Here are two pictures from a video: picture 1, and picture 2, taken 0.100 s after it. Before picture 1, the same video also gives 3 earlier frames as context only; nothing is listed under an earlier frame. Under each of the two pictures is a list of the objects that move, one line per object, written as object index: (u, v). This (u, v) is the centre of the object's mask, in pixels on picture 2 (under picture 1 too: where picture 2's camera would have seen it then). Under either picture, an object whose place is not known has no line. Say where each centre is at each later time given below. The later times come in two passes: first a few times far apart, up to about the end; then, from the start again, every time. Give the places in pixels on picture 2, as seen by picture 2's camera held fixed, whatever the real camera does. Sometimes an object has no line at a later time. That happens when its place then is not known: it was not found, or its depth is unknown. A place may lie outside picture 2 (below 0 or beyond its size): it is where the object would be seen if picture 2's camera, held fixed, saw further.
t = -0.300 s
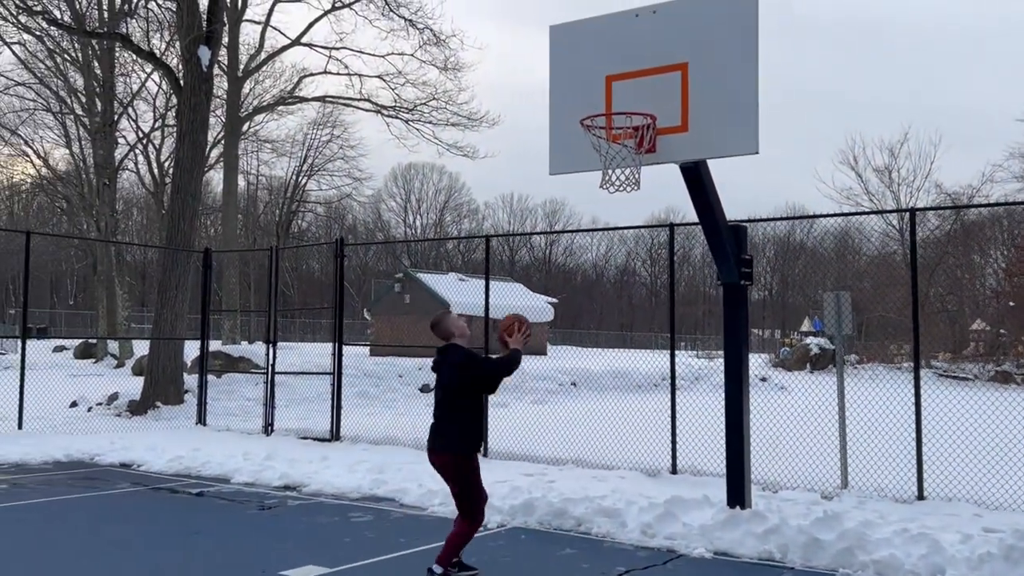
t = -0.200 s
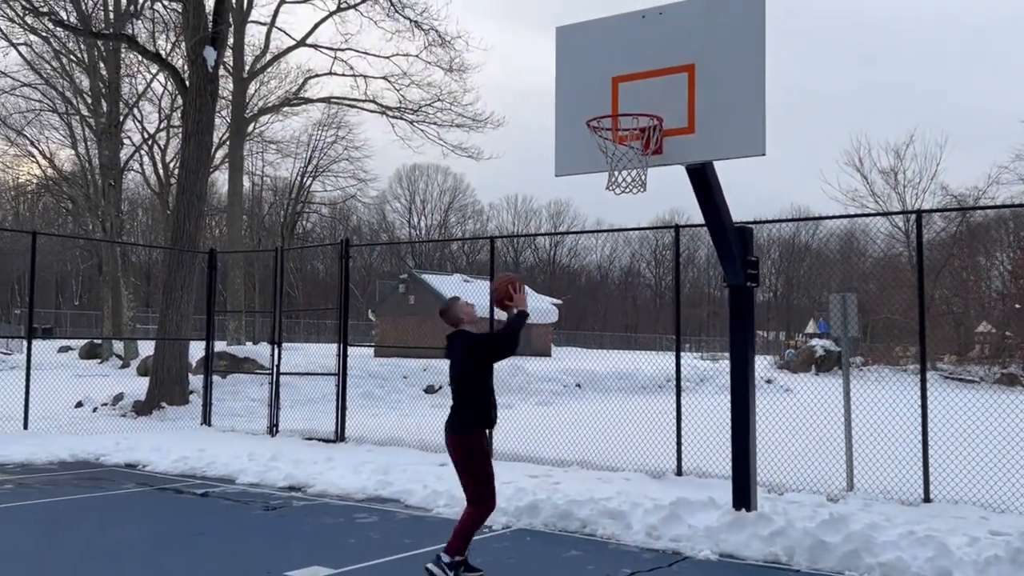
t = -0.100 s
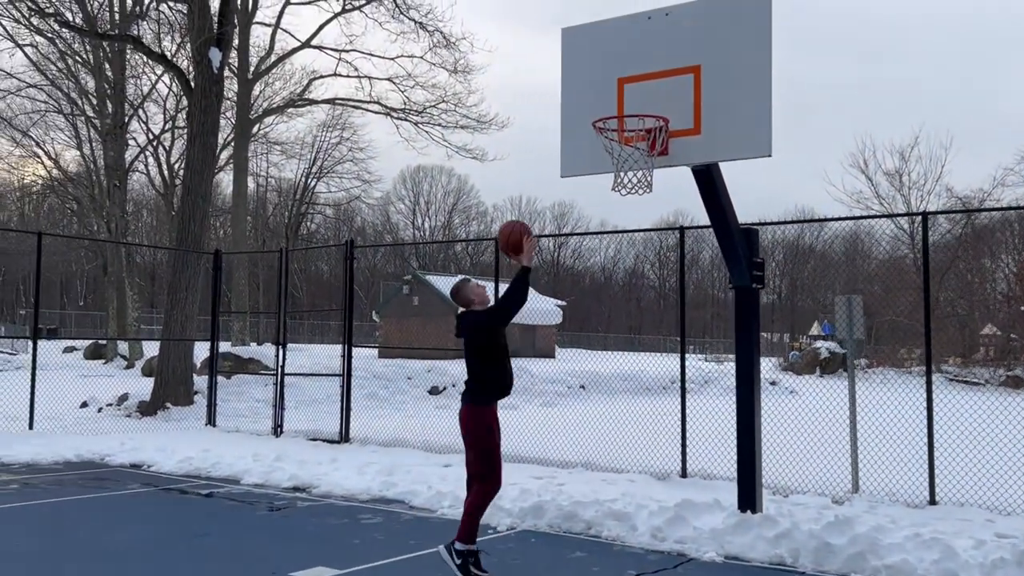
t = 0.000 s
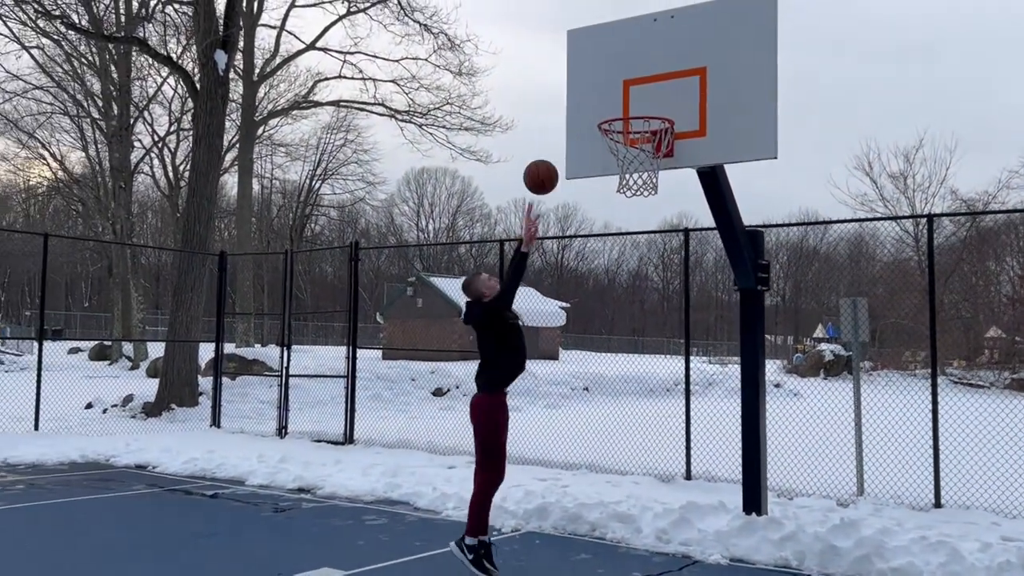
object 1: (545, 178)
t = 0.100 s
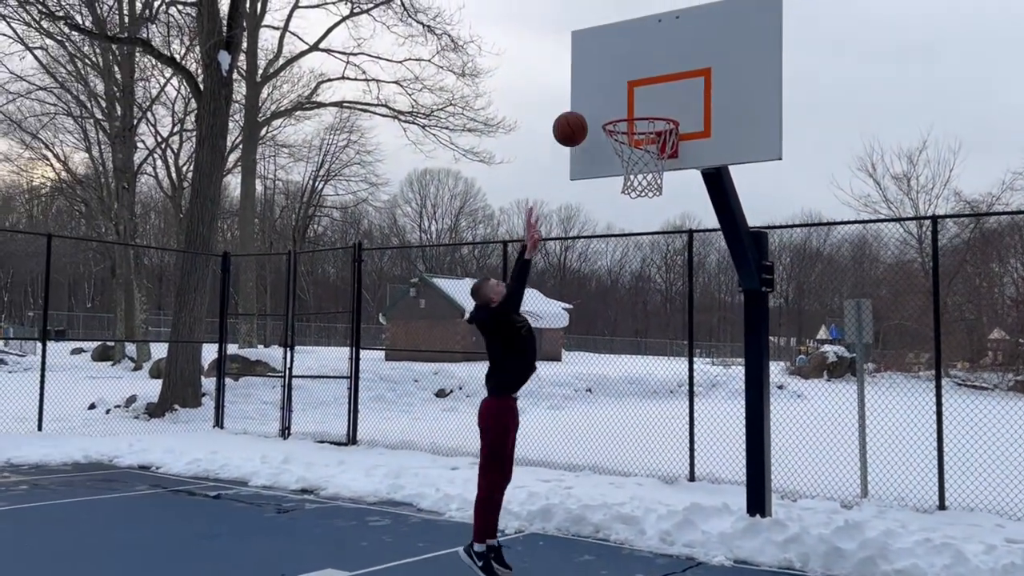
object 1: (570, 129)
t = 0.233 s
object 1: (603, 87)
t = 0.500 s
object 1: (611, 88)
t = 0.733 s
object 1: (646, 105)
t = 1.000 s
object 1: (637, 135)
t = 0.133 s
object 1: (579, 116)
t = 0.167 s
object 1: (587, 104)
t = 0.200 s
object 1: (595, 95)
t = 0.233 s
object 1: (603, 87)
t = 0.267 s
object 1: (606, 81)
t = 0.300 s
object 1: (607, 77)
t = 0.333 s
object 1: (608, 75)
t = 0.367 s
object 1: (608, 74)
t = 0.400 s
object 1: (609, 75)
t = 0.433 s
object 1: (610, 77)
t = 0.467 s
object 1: (611, 82)
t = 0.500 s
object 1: (611, 88)
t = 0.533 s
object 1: (612, 95)
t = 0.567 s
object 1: (612, 104)
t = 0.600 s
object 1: (615, 109)
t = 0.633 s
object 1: (623, 105)
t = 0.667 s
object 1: (631, 105)
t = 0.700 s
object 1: (639, 104)
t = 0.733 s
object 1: (646, 105)
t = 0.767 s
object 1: (654, 113)
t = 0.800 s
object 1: (656, 114)
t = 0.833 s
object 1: (653, 114)
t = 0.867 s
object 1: (651, 115)
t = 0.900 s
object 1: (648, 118)
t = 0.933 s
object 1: (644, 123)
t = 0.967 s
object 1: (640, 128)
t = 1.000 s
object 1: (637, 135)
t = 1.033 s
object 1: (635, 143)
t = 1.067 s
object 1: (635, 149)
